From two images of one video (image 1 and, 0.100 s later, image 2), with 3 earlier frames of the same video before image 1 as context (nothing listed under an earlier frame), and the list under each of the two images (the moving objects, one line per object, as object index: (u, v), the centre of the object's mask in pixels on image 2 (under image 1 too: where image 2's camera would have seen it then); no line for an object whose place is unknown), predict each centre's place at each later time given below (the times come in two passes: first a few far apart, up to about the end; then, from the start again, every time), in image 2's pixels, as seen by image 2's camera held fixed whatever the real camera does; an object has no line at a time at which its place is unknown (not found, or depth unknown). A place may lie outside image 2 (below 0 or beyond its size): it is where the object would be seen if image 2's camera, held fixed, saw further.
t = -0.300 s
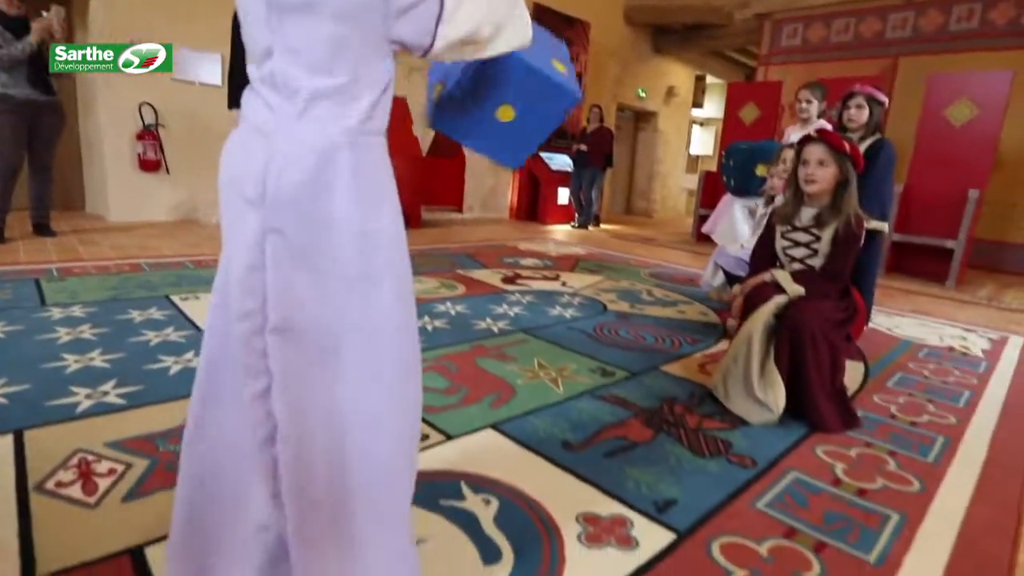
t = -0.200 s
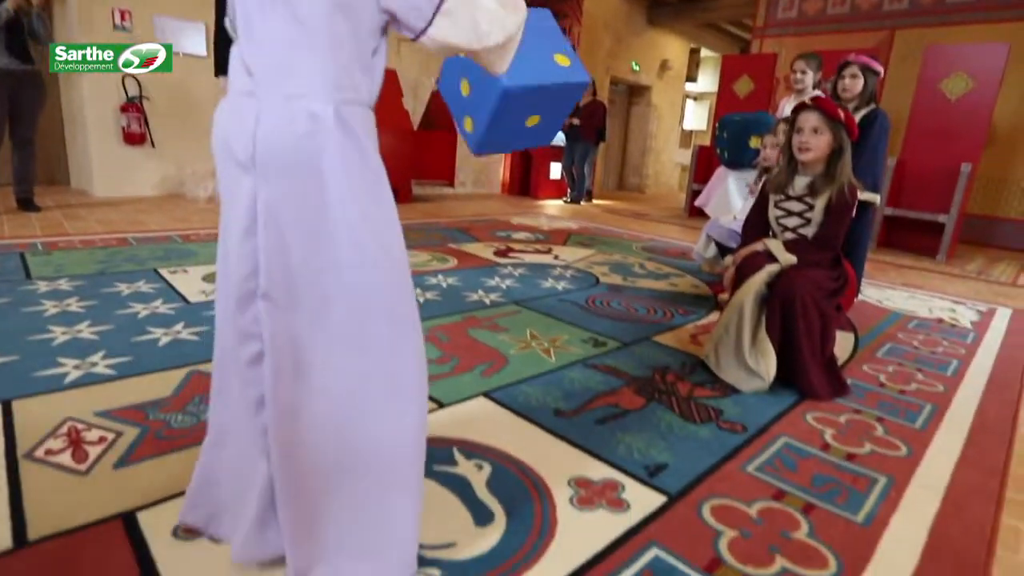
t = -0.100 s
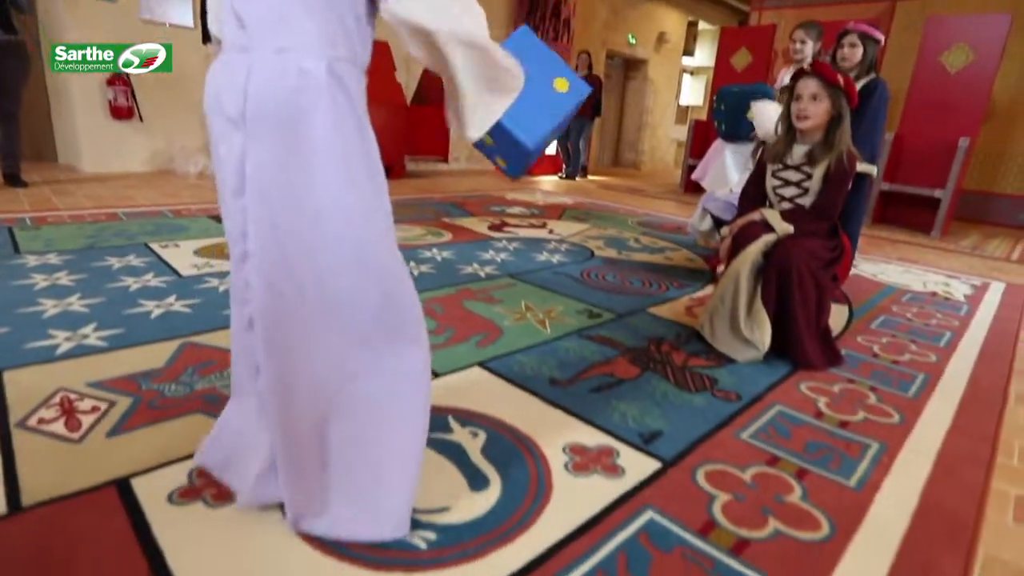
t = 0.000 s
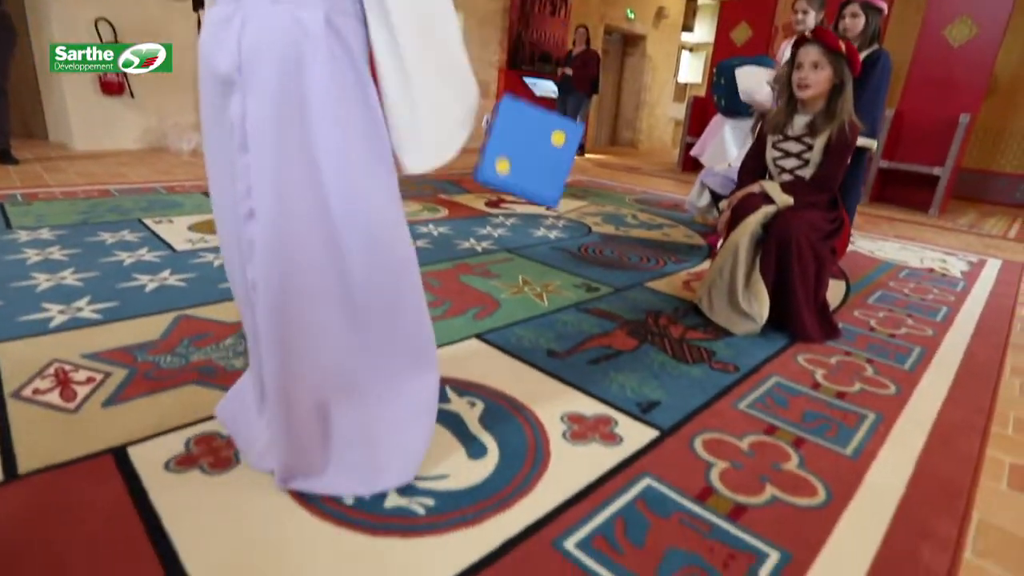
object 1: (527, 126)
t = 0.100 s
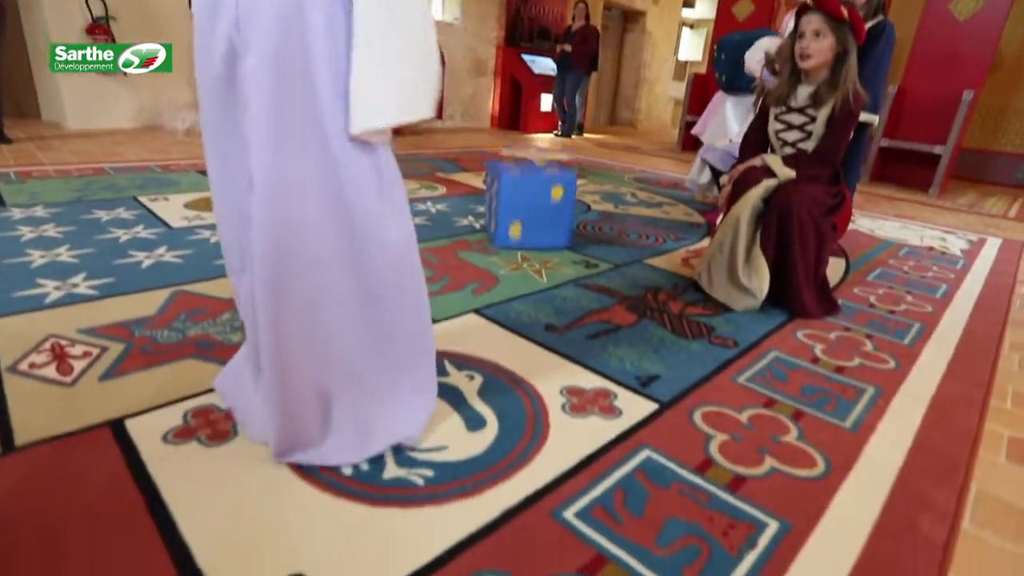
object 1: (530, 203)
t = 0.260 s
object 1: (547, 158)
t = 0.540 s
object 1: (556, 168)
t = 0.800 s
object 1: (567, 156)
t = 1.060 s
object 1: (589, 160)
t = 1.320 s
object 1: (597, 164)
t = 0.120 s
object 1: (533, 196)
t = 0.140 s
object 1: (537, 184)
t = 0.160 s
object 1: (538, 176)
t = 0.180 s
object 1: (540, 171)
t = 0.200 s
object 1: (543, 166)
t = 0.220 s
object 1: (545, 163)
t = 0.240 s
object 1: (546, 160)
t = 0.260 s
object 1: (547, 158)
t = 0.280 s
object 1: (548, 156)
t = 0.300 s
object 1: (549, 155)
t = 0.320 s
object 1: (550, 155)
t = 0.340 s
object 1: (551, 157)
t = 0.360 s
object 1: (553, 158)
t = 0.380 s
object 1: (556, 159)
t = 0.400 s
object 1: (557, 162)
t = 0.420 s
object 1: (558, 168)
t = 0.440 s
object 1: (558, 170)
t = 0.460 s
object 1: (558, 169)
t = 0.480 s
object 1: (558, 168)
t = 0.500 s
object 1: (558, 168)
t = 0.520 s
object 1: (557, 167)
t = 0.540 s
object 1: (556, 168)
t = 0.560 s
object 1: (556, 169)
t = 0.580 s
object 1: (555, 170)
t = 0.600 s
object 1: (554, 169)
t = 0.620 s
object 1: (556, 166)
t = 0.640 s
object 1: (557, 162)
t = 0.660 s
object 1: (559, 159)
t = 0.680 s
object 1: (560, 156)
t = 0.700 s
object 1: (561, 155)
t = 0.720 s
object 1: (563, 154)
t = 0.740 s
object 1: (564, 153)
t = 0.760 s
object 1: (565, 153)
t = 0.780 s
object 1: (566, 154)
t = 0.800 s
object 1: (567, 156)
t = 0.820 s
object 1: (568, 157)
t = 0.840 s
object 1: (569, 159)
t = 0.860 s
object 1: (571, 160)
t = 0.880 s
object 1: (572, 161)
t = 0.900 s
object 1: (574, 163)
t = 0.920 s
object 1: (576, 166)
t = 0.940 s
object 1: (576, 169)
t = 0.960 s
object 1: (578, 170)
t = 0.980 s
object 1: (581, 168)
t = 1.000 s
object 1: (583, 165)
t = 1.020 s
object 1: (585, 163)
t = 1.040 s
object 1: (587, 161)
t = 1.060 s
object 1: (589, 160)
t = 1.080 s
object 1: (591, 161)
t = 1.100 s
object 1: (592, 161)
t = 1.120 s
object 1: (594, 162)
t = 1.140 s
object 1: (594, 162)
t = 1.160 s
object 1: (595, 162)
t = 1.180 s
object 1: (596, 162)
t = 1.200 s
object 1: (596, 163)
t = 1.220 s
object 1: (597, 164)
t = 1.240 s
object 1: (597, 164)
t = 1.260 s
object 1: (596, 164)
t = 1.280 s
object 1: (597, 164)
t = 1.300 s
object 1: (597, 164)
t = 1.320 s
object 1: (597, 164)
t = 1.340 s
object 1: (596, 164)
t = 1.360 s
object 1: (596, 164)
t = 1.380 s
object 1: (595, 165)
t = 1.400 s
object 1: (594, 165)
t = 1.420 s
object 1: (594, 166)
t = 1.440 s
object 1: (593, 166)
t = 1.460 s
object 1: (591, 166)
